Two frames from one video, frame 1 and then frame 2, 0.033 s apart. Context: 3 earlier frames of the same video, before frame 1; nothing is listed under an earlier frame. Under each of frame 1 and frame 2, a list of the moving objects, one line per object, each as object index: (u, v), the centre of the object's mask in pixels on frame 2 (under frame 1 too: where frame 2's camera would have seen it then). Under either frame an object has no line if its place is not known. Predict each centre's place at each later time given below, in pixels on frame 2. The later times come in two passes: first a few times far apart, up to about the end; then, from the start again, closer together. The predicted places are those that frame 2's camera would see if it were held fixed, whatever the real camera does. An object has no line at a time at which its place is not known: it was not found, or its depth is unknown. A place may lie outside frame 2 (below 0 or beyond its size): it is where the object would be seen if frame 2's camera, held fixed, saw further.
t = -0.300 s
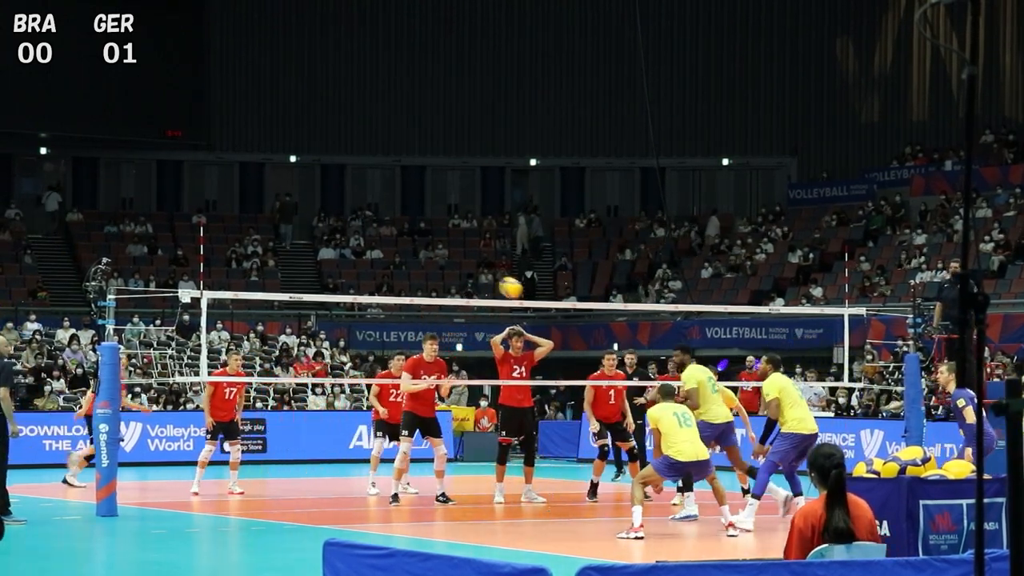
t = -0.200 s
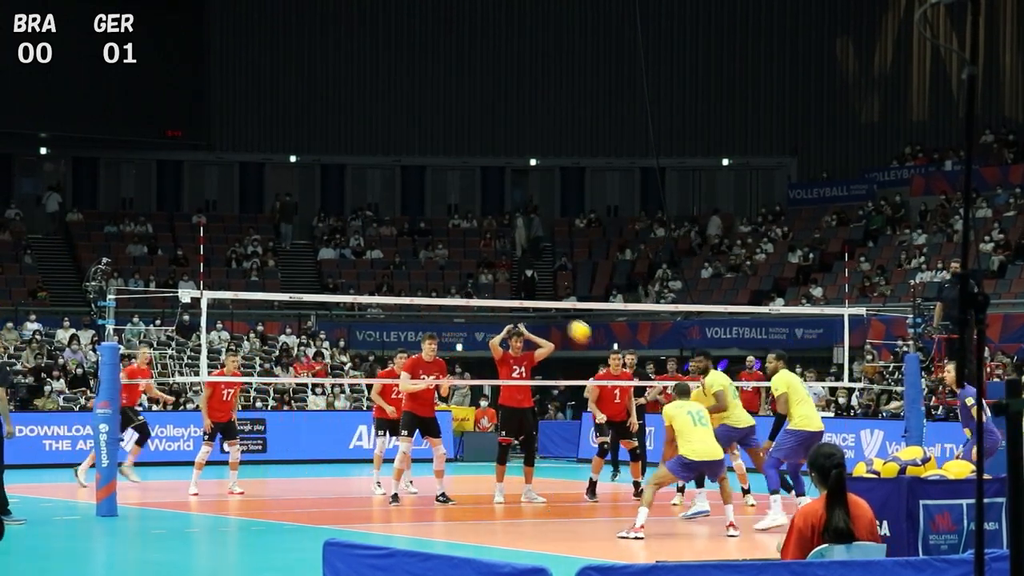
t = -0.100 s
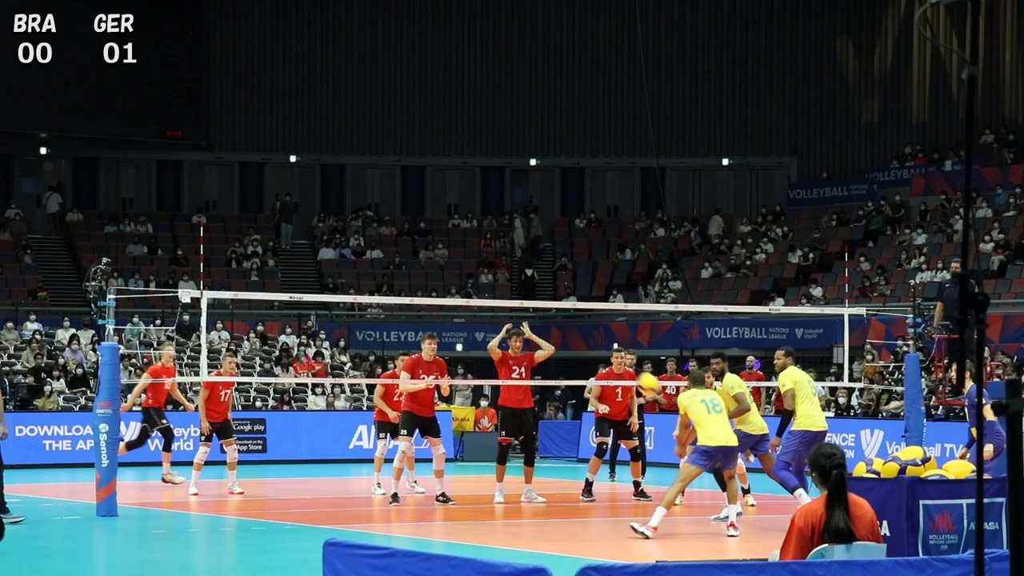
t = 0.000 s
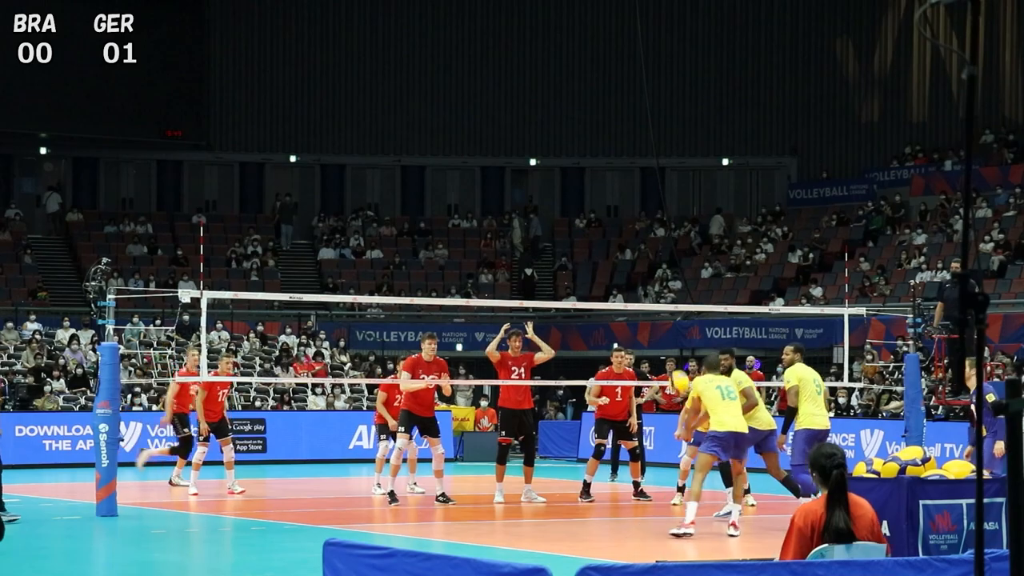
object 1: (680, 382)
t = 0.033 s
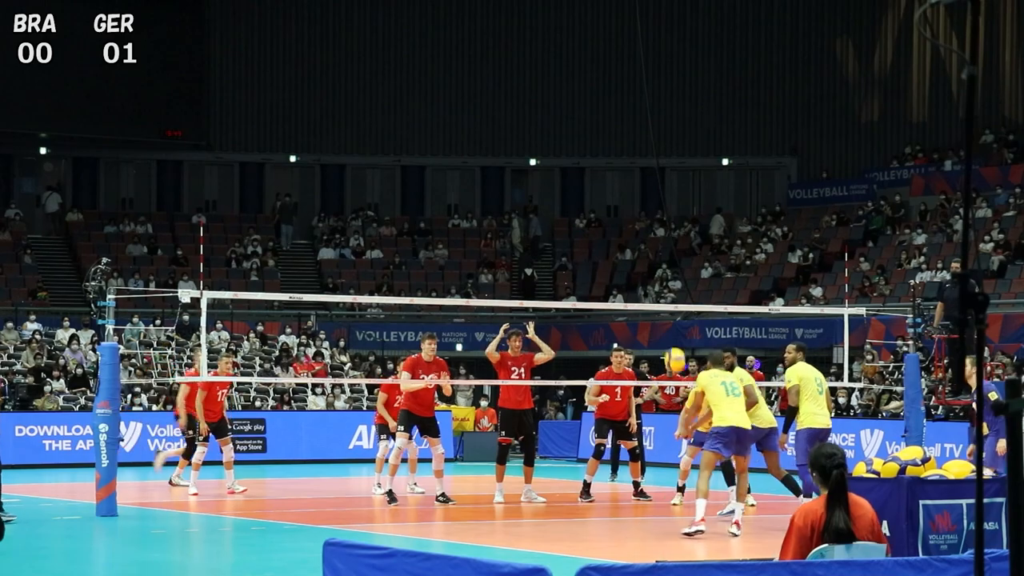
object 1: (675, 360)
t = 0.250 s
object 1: (649, 246)
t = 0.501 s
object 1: (622, 175)
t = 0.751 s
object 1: (595, 162)
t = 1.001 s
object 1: (569, 203)
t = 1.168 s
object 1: (553, 257)
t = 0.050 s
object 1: (673, 349)
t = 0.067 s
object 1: (671, 339)
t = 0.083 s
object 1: (669, 329)
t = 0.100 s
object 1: (666, 320)
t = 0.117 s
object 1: (665, 310)
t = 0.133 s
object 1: (663, 300)
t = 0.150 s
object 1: (661, 292)
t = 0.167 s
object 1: (659, 284)
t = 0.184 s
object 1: (657, 276)
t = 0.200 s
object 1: (655, 268)
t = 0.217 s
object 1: (653, 260)
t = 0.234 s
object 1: (651, 253)
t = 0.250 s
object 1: (649, 246)
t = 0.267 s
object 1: (647, 240)
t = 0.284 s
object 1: (645, 233)
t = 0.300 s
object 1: (644, 227)
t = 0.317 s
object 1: (642, 221)
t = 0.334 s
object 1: (640, 215)
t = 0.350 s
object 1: (638, 210)
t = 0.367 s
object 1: (636, 205)
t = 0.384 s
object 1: (634, 200)
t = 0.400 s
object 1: (632, 196)
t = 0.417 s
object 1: (631, 192)
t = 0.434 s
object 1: (629, 188)
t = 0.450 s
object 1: (627, 184)
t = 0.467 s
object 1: (625, 181)
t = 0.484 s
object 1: (623, 178)
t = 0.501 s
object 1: (622, 175)
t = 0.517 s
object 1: (620, 172)
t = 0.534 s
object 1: (618, 170)
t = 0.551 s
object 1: (616, 168)
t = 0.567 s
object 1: (614, 166)
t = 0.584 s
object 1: (613, 165)
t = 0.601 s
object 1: (611, 163)
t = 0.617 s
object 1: (609, 162)
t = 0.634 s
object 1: (607, 161)
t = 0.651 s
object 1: (605, 161)
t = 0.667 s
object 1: (603, 161)
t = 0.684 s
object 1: (601, 160)
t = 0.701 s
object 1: (600, 160)
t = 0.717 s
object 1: (598, 161)
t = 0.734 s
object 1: (596, 161)
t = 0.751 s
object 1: (595, 162)
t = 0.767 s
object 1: (593, 163)
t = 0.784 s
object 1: (591, 165)
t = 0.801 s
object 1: (590, 166)
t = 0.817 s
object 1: (588, 168)
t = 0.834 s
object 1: (586, 170)
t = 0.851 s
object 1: (585, 173)
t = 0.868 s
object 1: (583, 175)
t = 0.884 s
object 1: (582, 178)
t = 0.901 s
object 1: (580, 181)
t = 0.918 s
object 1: (578, 184)
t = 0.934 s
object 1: (576, 188)
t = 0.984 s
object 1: (571, 199)
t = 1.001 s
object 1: (569, 203)
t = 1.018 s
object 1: (568, 208)
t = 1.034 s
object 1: (566, 212)
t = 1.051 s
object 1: (564, 217)
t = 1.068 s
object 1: (563, 222)
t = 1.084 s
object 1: (561, 227)
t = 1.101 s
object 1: (559, 233)
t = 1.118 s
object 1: (558, 239)
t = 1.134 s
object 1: (556, 245)
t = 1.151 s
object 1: (554, 251)
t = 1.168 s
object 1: (553, 257)
